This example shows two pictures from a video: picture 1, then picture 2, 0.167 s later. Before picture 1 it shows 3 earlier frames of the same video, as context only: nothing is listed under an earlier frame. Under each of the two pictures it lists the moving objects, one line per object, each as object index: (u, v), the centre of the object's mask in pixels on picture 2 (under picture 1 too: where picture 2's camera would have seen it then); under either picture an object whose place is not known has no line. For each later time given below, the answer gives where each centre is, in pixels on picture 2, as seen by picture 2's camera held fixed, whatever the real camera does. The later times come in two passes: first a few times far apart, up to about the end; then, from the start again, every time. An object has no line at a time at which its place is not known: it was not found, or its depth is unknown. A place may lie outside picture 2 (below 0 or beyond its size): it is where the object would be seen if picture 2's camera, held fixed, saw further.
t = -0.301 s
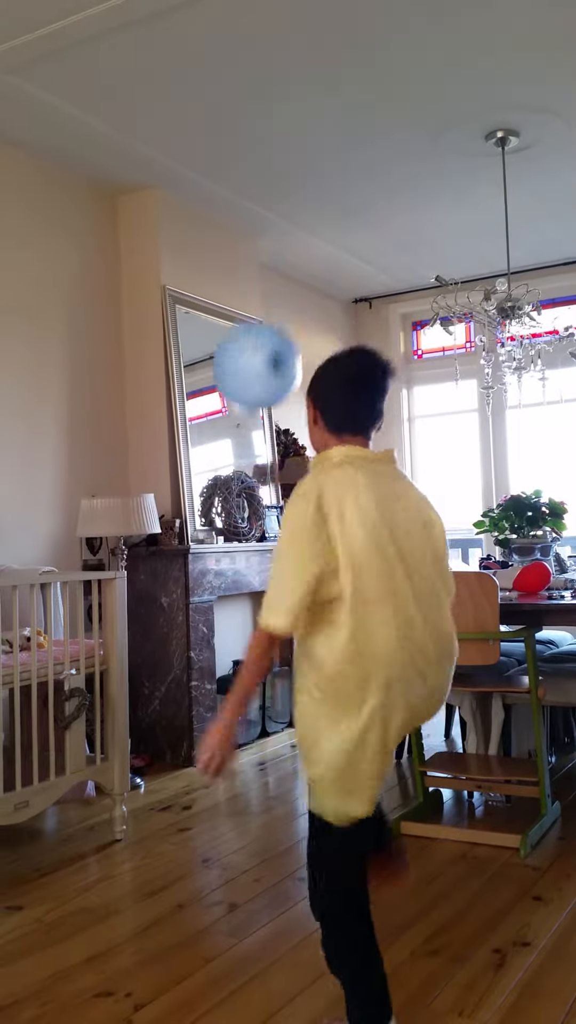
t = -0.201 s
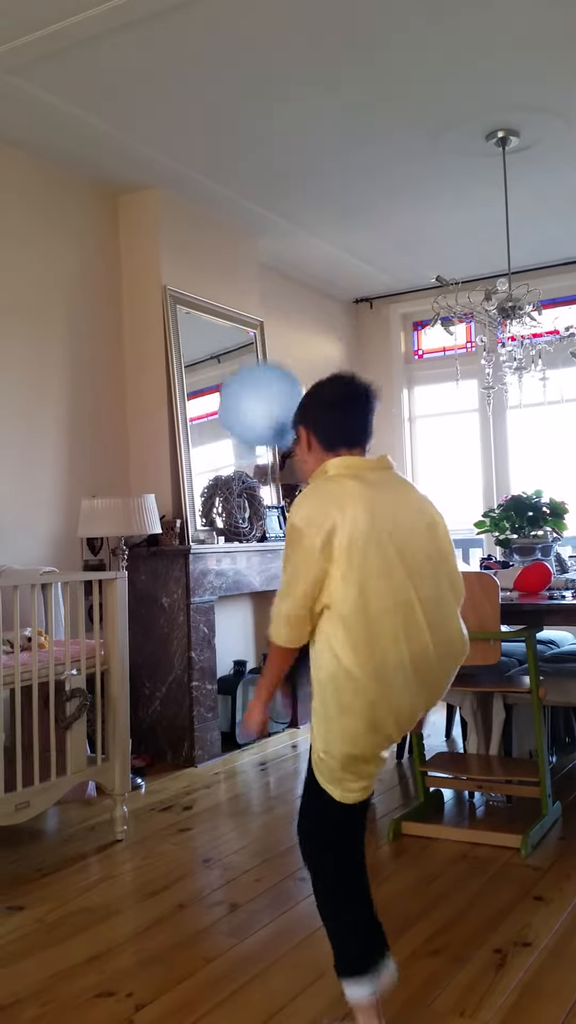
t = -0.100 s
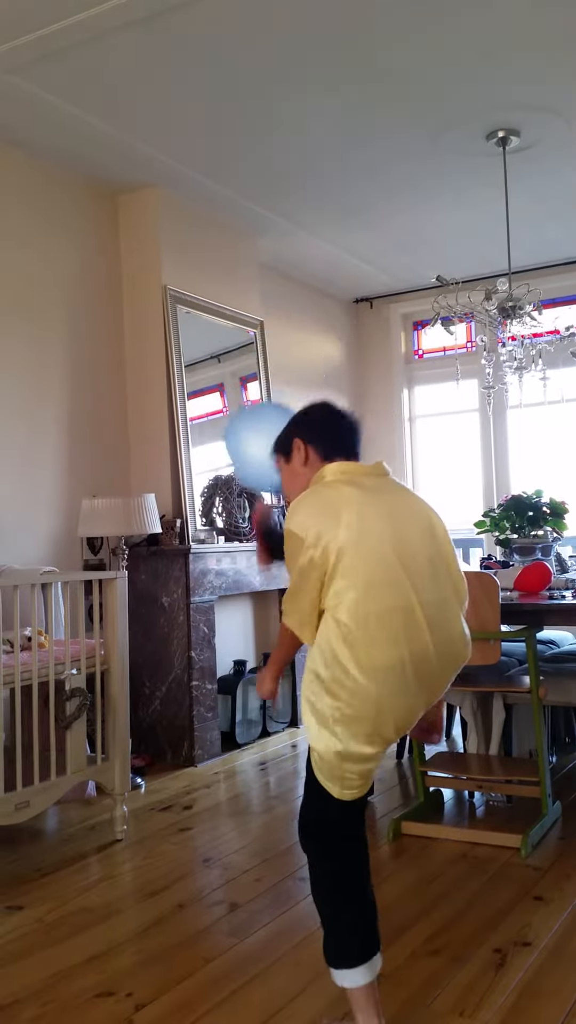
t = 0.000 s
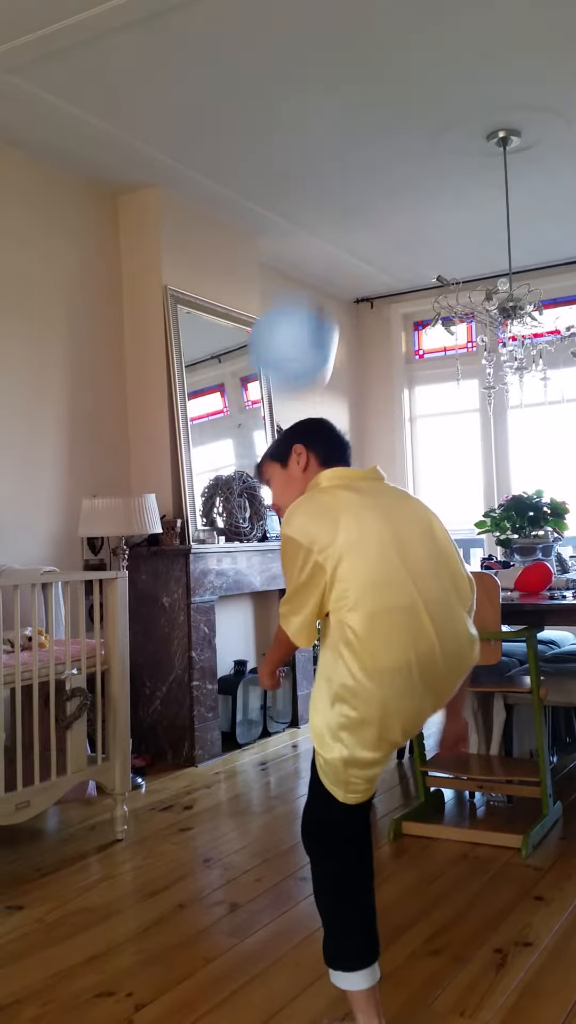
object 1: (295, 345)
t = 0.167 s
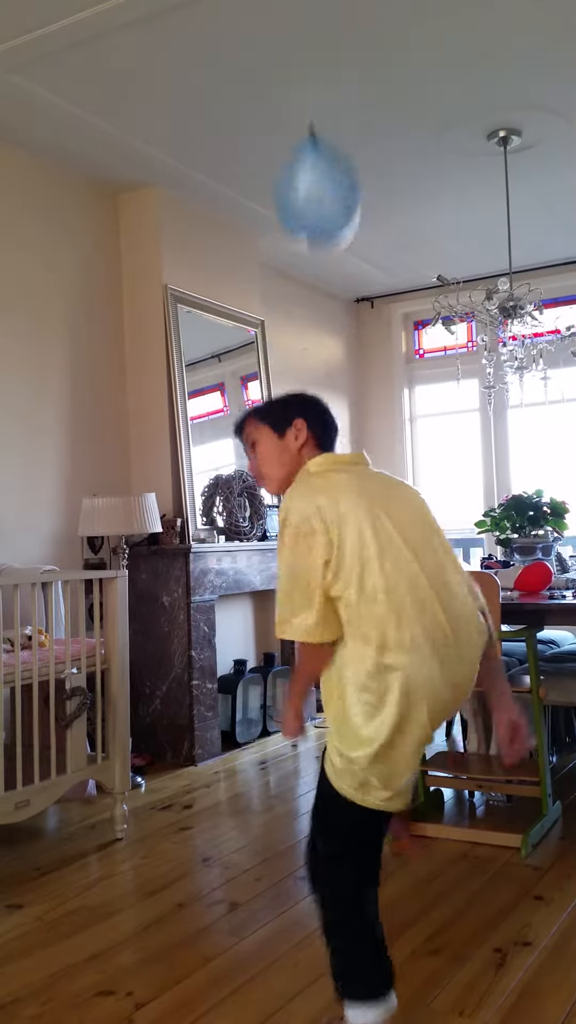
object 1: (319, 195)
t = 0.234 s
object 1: (320, 152)
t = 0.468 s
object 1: (316, 67)
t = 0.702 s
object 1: (308, 47)
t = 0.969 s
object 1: (312, 68)
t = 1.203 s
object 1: (324, 123)
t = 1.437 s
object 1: (339, 201)
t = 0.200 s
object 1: (320, 172)
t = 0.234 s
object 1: (320, 152)
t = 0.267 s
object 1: (319, 136)
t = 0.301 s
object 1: (319, 120)
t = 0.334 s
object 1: (319, 107)
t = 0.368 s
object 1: (318, 96)
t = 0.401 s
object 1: (318, 85)
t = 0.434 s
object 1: (317, 76)
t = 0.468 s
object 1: (316, 67)
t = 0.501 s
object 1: (313, 62)
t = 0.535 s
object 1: (313, 55)
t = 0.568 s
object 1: (313, 51)
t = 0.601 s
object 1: (311, 48)
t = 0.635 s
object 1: (311, 46)
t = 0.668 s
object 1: (310, 45)
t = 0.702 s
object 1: (308, 47)
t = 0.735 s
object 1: (308, 46)
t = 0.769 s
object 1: (309, 46)
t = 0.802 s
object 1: (309, 49)
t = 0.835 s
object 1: (309, 51)
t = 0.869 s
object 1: (310, 54)
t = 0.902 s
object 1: (311, 57)
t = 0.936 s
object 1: (312, 63)
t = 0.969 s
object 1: (312, 68)
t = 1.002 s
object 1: (313, 75)
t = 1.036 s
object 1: (315, 80)
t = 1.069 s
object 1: (316, 88)
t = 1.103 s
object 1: (320, 94)
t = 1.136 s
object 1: (322, 101)
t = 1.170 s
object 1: (323, 112)
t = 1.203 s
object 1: (324, 123)
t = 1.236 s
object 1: (325, 132)
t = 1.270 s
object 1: (328, 142)
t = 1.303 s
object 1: (330, 153)
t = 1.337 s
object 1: (332, 164)
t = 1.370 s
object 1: (334, 175)
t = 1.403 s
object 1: (337, 187)
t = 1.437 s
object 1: (339, 201)
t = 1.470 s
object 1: (341, 214)
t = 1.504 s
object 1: (343, 228)
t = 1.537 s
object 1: (345, 242)
